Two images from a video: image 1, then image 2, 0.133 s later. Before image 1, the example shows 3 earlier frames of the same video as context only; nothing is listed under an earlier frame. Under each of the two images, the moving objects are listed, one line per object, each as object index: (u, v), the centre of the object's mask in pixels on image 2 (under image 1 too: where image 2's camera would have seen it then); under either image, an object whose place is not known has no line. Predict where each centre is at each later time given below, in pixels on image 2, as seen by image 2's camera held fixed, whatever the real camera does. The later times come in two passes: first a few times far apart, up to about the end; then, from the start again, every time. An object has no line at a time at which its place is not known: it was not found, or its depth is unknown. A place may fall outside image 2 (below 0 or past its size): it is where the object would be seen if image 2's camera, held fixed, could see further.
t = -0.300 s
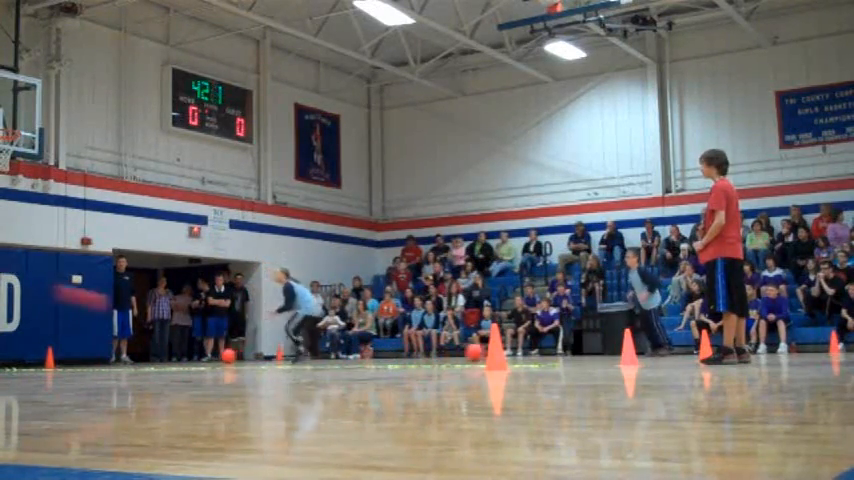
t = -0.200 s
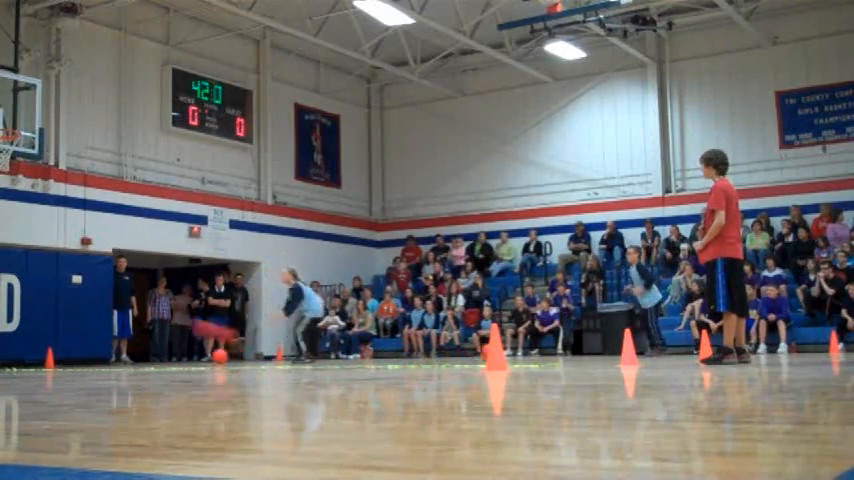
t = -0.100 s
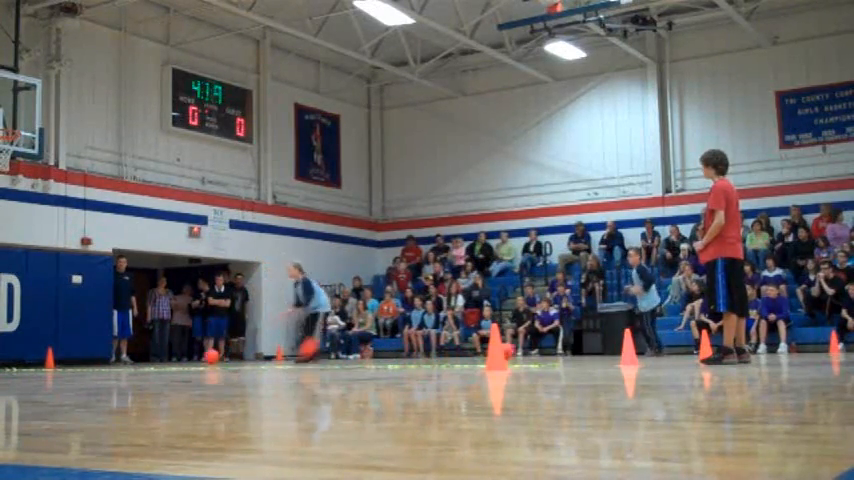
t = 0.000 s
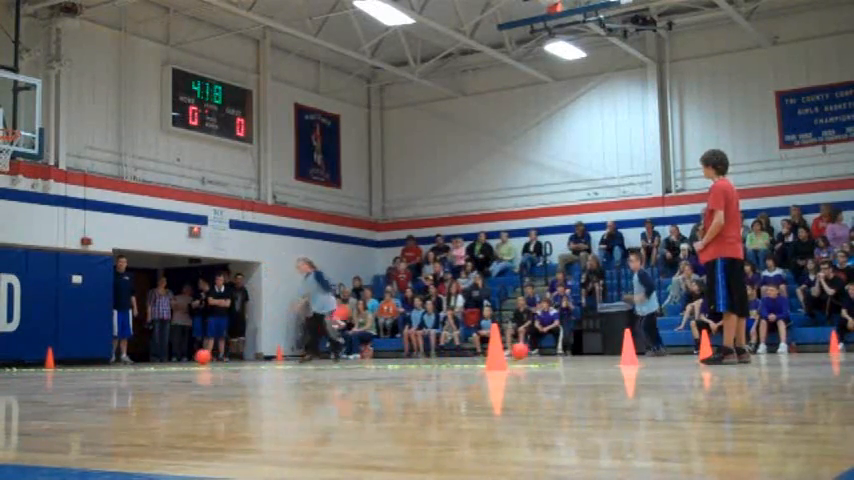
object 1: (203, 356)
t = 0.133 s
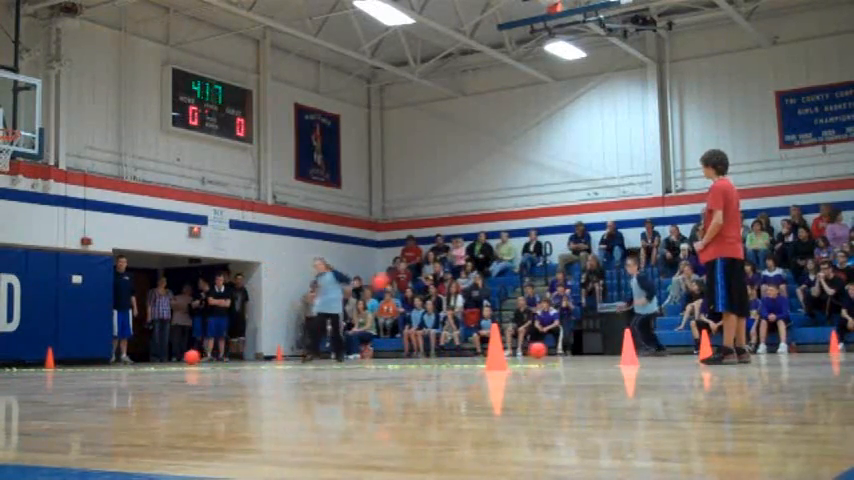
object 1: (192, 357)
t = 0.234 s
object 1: (184, 357)
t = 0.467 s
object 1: (163, 358)
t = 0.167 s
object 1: (189, 357)
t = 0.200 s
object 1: (186, 357)
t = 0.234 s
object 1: (184, 357)
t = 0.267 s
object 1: (181, 357)
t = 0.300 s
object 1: (178, 357)
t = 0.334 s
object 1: (175, 358)
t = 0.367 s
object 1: (171, 358)
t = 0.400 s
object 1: (169, 358)
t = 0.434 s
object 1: (166, 358)
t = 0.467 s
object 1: (163, 358)
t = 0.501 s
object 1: (160, 358)
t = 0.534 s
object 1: (157, 358)
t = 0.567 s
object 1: (154, 358)
